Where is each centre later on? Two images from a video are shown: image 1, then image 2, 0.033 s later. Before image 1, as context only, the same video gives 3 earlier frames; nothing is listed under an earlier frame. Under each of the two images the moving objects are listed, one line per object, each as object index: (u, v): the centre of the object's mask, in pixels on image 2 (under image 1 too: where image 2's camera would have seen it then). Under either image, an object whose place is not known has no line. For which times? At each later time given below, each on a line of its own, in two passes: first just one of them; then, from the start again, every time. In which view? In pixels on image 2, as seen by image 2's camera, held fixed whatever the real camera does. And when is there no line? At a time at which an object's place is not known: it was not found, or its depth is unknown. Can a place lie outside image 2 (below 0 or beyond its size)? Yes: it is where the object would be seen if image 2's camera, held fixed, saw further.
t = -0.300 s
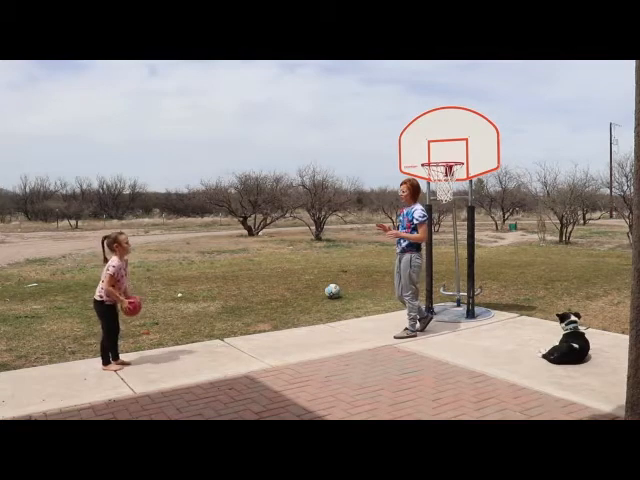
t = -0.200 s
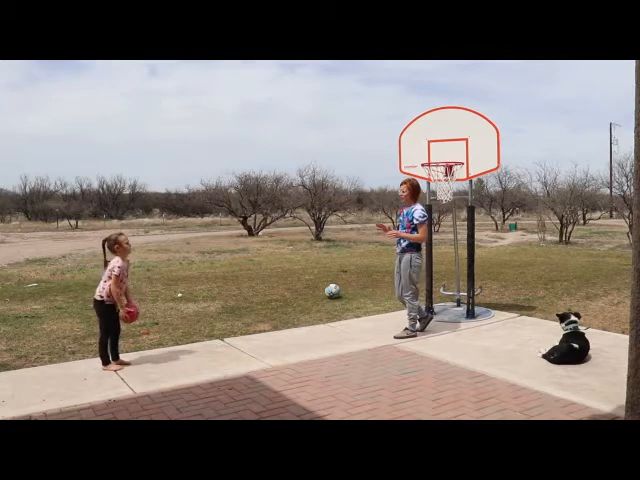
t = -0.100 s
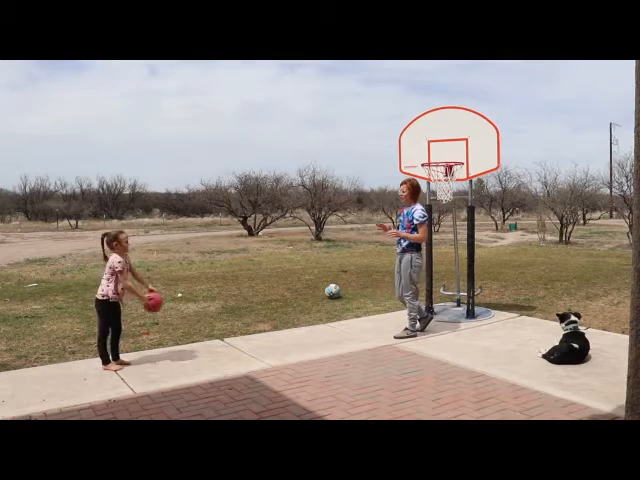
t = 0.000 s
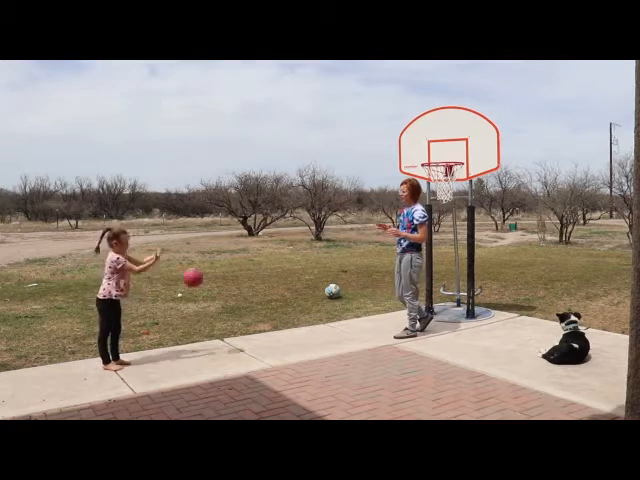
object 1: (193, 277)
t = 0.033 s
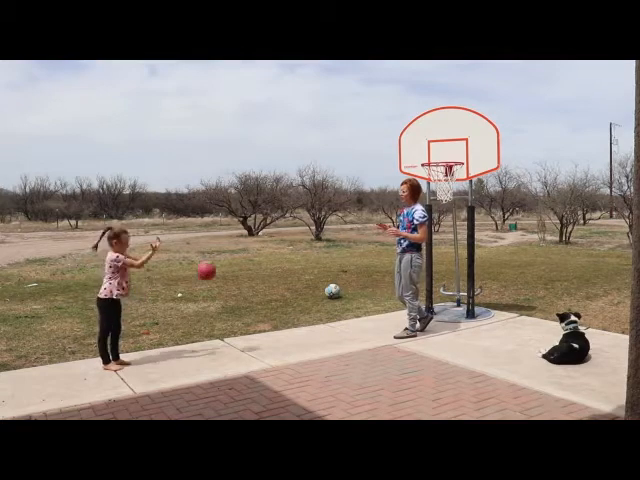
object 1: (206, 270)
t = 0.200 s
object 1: (271, 256)
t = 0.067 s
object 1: (219, 265)
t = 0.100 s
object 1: (232, 261)
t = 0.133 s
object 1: (246, 258)
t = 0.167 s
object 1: (258, 257)
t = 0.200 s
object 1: (271, 256)
